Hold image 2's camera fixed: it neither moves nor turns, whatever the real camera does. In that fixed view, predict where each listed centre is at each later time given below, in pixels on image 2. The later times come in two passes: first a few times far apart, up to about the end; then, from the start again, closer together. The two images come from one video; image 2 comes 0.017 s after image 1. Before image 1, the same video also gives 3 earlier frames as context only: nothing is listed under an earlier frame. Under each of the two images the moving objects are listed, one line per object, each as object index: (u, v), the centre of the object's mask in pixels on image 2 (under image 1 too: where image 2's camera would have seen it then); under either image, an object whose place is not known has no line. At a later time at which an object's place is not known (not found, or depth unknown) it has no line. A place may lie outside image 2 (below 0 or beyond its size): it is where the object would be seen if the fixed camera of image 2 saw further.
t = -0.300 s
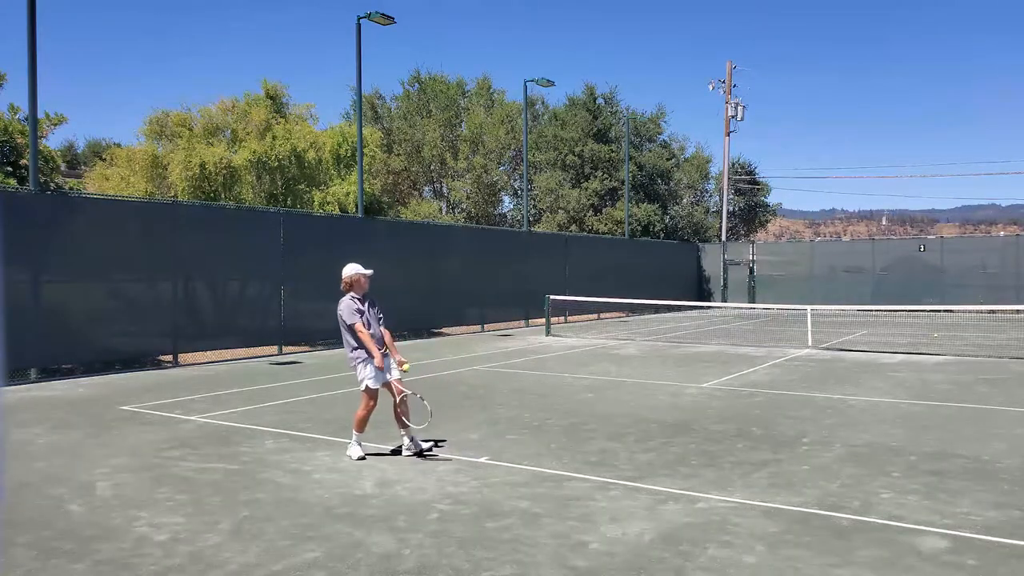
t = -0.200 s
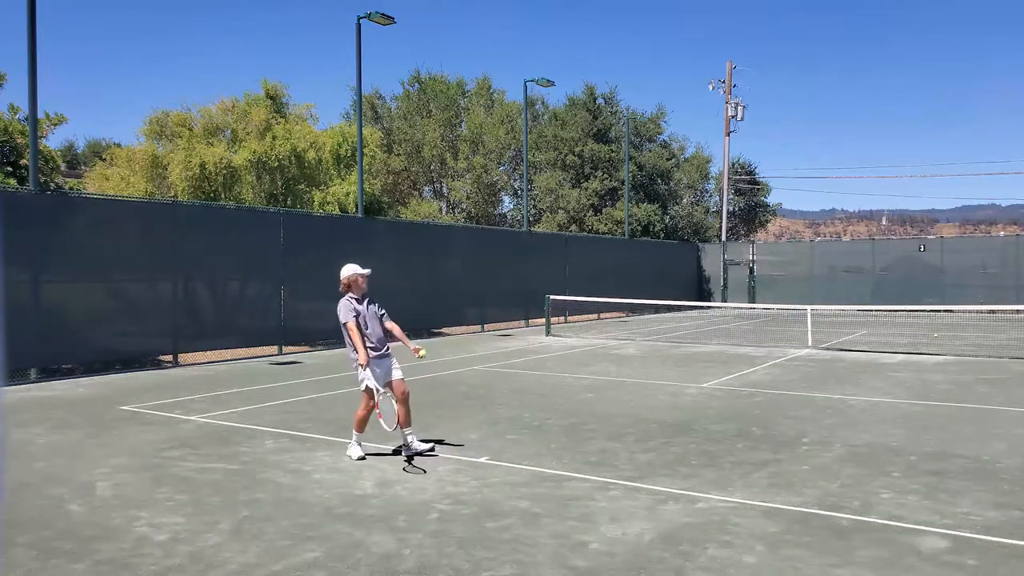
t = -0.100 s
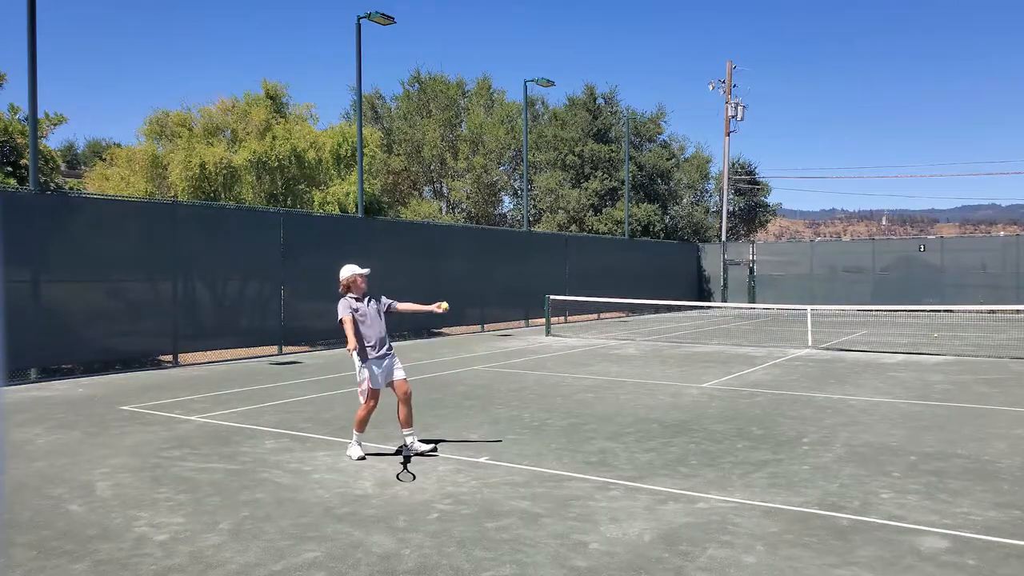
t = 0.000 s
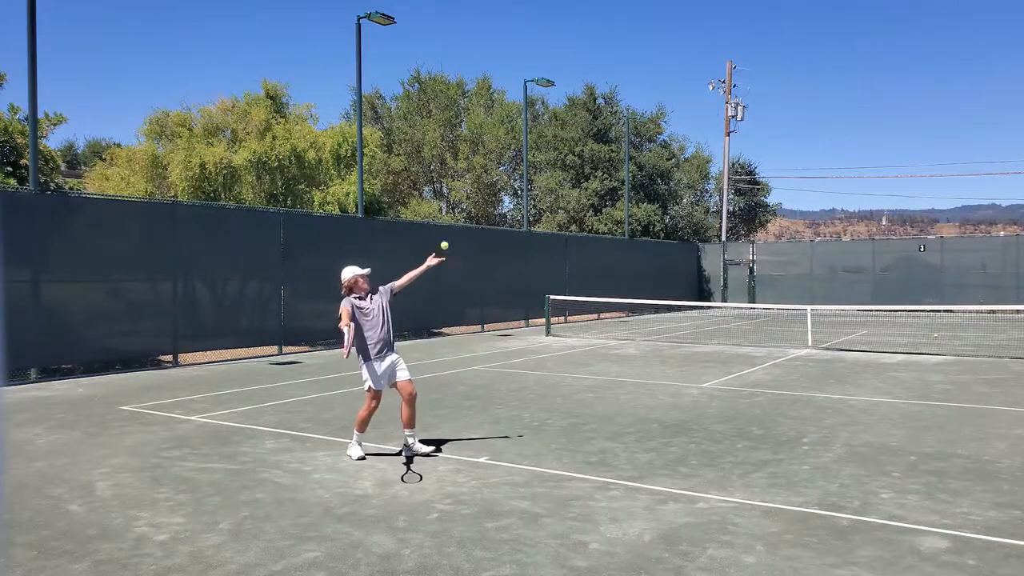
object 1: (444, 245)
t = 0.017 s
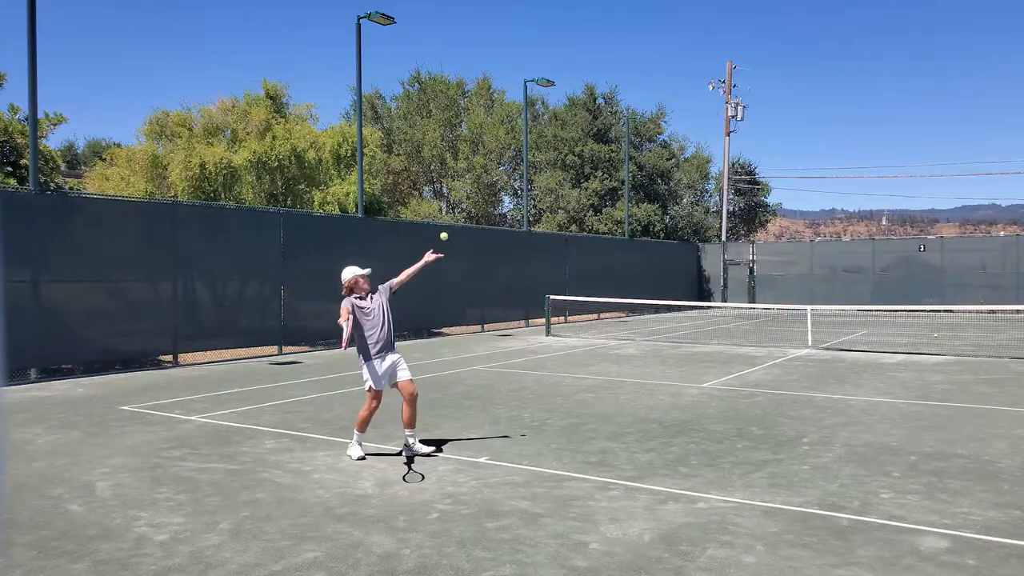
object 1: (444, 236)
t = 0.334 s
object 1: (434, 118)
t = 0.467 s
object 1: (430, 102)
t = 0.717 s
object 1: (423, 122)
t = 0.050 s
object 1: (443, 218)
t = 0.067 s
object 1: (442, 209)
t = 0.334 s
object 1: (434, 118)
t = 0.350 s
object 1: (433, 115)
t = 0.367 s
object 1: (433, 112)
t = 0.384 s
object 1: (432, 110)
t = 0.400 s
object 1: (432, 108)
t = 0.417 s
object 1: (431, 106)
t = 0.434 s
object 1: (431, 104)
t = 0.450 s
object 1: (430, 103)
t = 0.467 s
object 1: (430, 102)
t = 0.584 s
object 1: (427, 103)
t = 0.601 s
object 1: (426, 105)
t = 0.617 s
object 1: (426, 107)
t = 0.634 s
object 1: (425, 109)
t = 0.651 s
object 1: (425, 111)
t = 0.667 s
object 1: (424, 113)
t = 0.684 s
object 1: (424, 115)
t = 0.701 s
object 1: (423, 119)
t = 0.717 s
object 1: (423, 122)
